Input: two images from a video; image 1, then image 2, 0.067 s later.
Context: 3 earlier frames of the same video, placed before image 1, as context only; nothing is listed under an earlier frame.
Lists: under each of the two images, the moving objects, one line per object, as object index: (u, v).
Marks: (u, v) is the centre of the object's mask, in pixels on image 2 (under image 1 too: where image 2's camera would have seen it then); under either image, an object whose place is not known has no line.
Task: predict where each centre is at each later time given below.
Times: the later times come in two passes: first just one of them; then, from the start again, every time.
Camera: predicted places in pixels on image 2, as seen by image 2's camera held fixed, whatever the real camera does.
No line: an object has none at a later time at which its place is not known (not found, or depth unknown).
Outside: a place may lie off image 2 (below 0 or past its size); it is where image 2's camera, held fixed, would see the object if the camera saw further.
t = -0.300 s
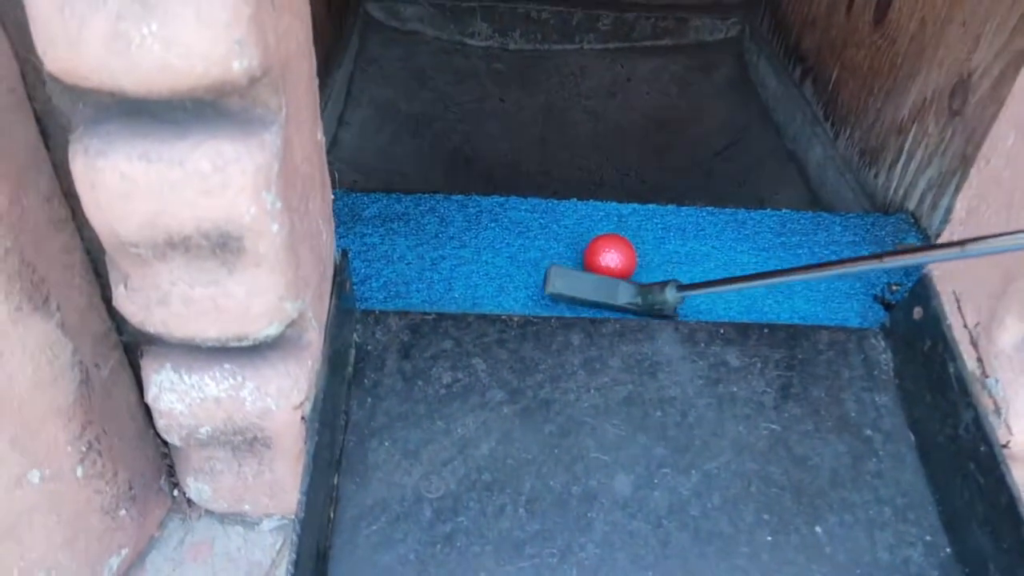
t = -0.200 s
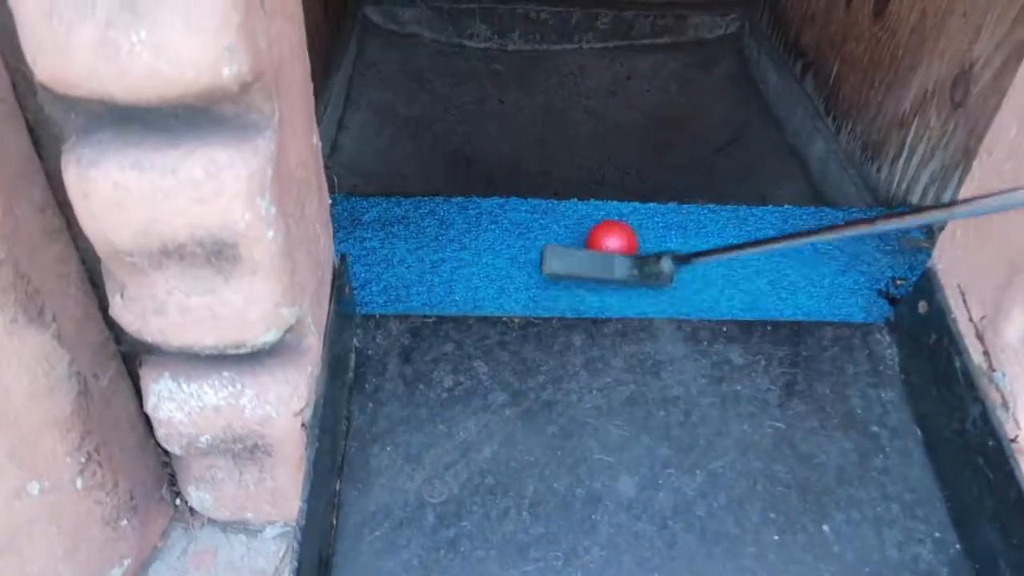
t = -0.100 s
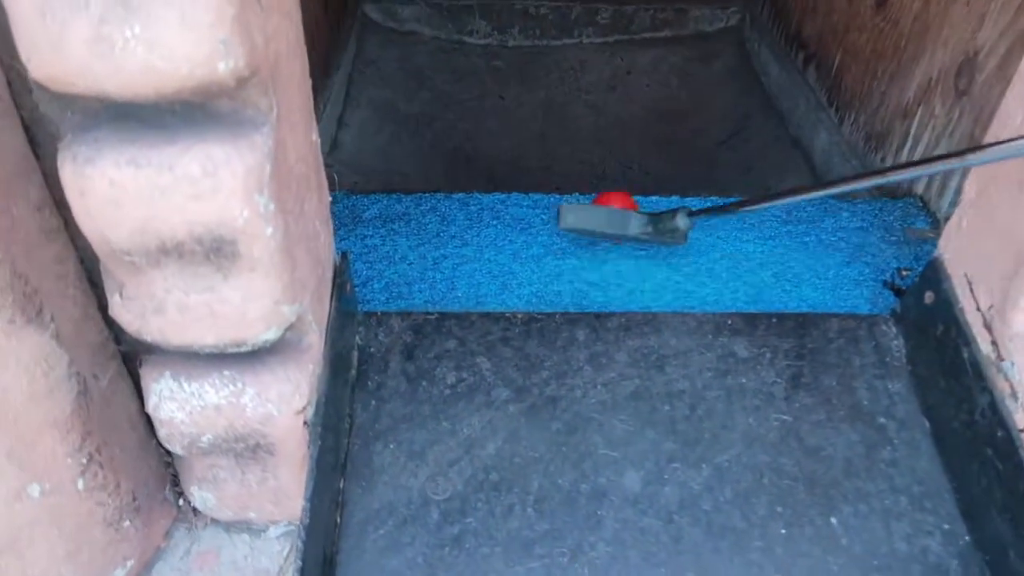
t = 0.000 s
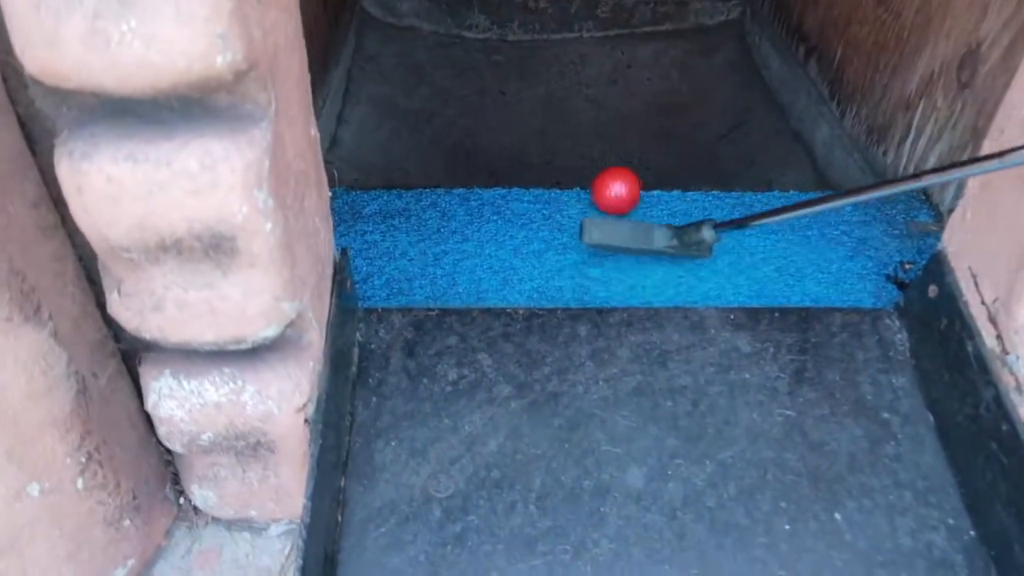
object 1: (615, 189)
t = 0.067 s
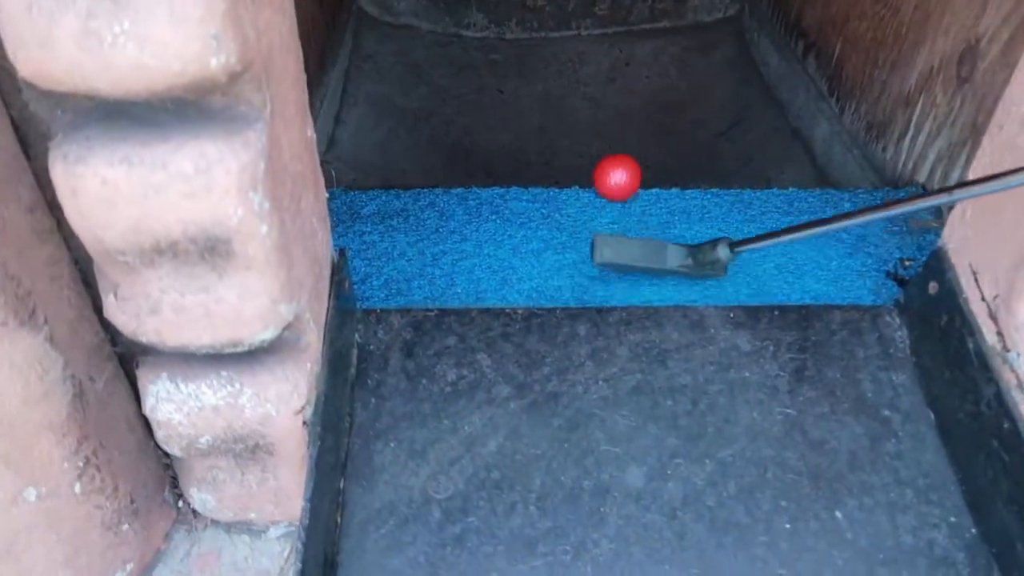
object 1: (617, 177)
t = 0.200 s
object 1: (618, 172)
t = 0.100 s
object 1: (619, 172)
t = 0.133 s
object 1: (620, 168)
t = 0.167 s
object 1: (620, 168)
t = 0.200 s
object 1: (618, 172)
